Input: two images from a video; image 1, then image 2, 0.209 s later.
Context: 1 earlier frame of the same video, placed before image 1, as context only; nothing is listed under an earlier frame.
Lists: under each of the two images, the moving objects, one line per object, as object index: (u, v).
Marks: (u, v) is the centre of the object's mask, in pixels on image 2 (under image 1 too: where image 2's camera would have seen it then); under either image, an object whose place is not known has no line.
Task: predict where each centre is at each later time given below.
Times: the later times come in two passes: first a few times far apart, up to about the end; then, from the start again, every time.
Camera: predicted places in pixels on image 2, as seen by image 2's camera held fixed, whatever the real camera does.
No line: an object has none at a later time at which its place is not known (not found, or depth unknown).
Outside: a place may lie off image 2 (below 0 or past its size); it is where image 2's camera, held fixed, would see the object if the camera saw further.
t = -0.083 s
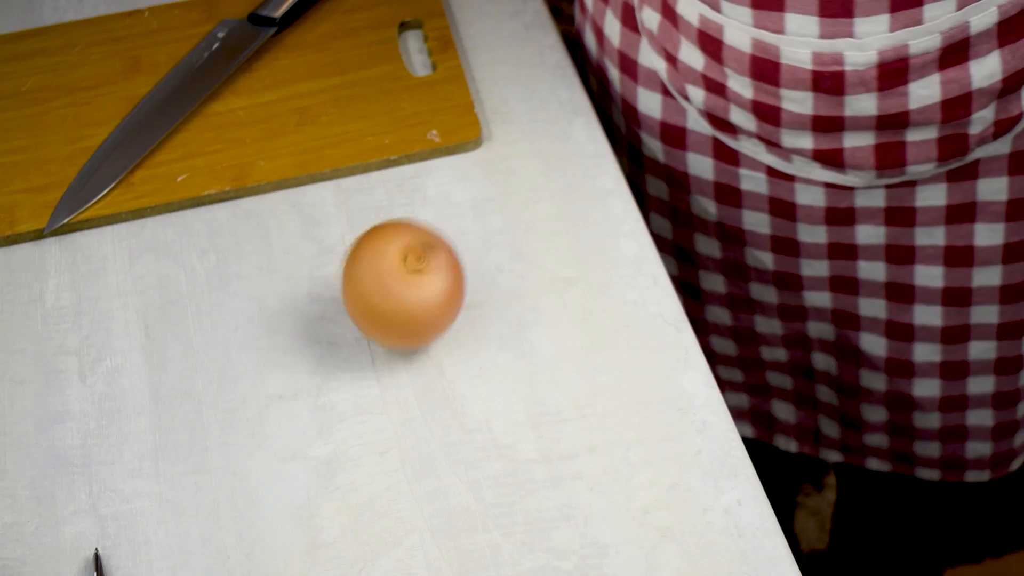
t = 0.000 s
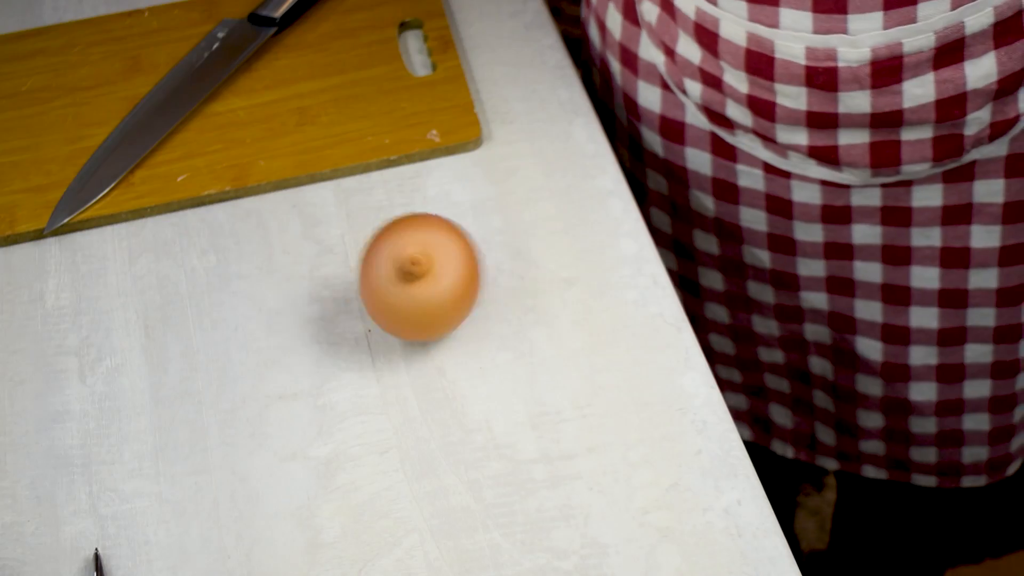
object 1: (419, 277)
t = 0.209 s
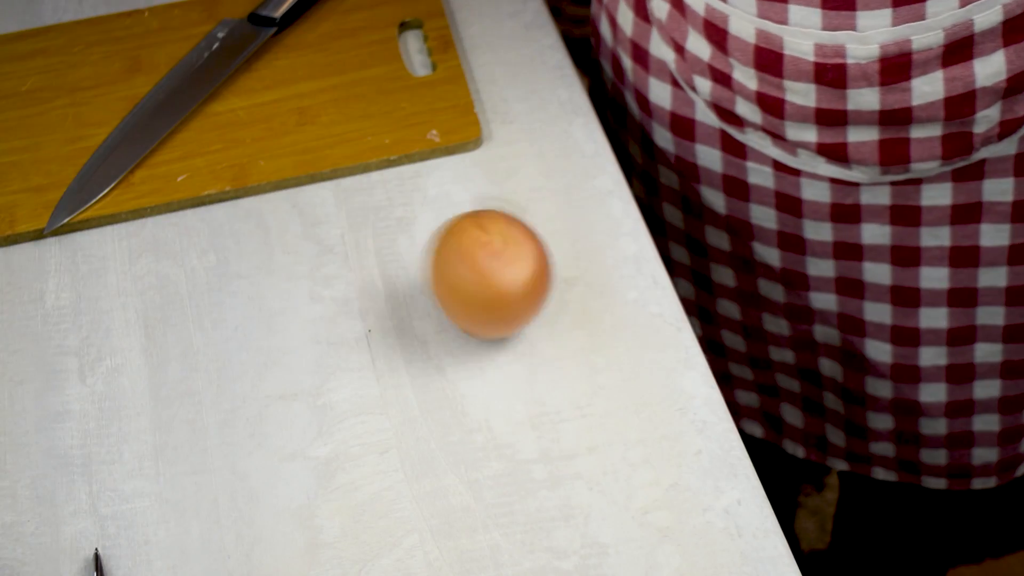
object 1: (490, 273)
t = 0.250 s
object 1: (500, 278)
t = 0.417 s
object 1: (546, 296)
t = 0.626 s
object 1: (566, 302)
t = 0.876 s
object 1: (585, 291)
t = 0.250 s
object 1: (500, 278)
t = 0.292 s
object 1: (514, 289)
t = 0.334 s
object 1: (524, 293)
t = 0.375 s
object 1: (535, 295)
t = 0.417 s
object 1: (546, 296)
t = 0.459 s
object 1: (555, 298)
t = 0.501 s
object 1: (560, 300)
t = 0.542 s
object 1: (564, 302)
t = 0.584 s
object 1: (565, 303)
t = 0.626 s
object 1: (566, 302)
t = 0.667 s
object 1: (569, 300)
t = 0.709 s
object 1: (575, 296)
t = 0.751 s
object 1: (579, 289)
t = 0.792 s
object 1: (579, 285)
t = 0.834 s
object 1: (582, 287)
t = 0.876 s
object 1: (585, 291)
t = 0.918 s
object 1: (591, 293)
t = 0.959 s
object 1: (596, 298)
